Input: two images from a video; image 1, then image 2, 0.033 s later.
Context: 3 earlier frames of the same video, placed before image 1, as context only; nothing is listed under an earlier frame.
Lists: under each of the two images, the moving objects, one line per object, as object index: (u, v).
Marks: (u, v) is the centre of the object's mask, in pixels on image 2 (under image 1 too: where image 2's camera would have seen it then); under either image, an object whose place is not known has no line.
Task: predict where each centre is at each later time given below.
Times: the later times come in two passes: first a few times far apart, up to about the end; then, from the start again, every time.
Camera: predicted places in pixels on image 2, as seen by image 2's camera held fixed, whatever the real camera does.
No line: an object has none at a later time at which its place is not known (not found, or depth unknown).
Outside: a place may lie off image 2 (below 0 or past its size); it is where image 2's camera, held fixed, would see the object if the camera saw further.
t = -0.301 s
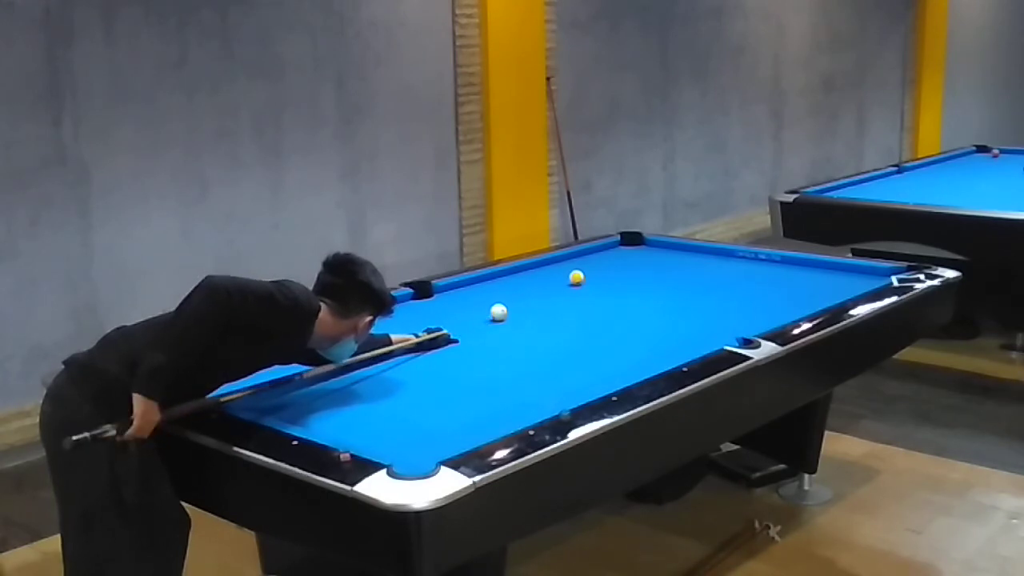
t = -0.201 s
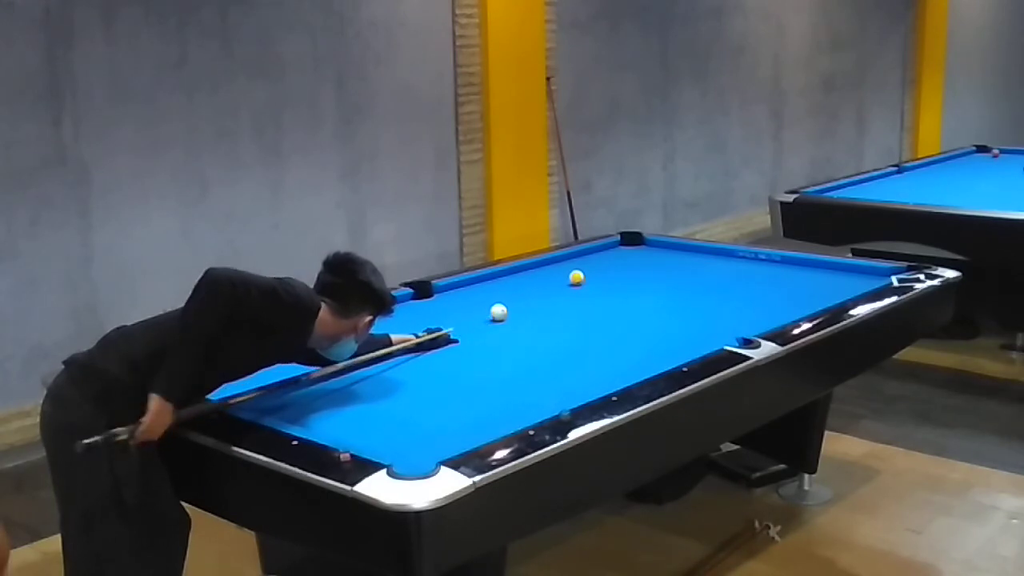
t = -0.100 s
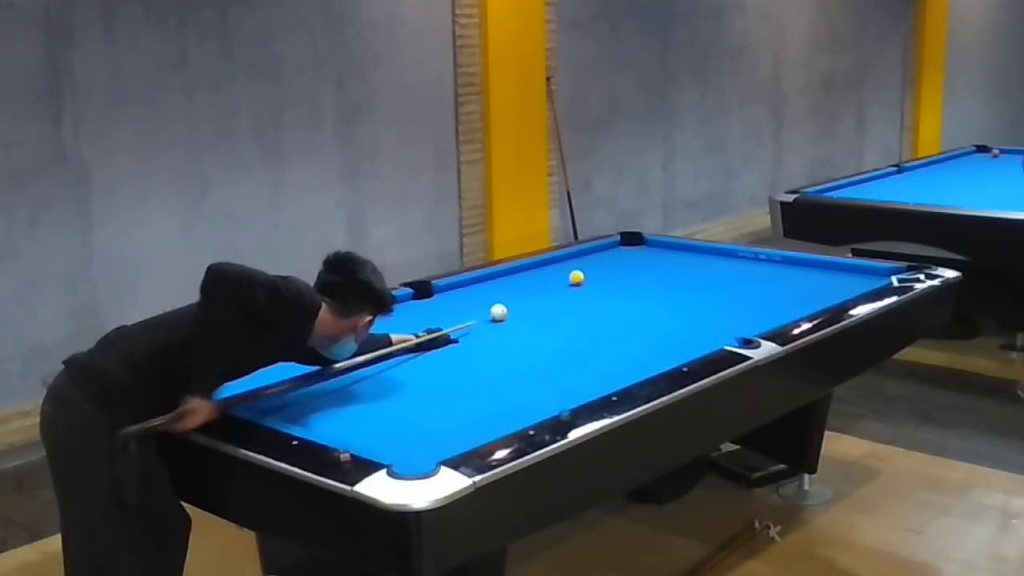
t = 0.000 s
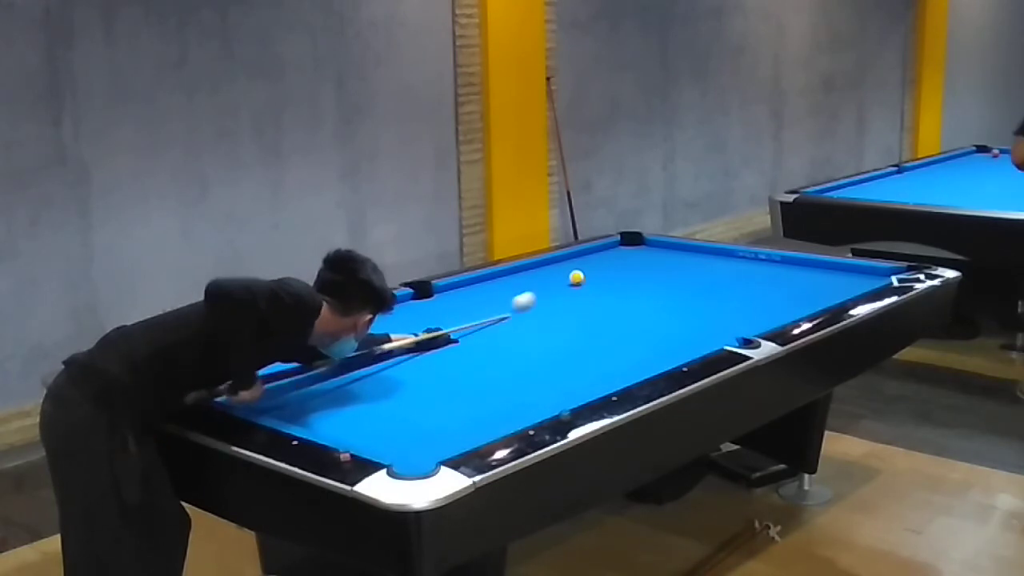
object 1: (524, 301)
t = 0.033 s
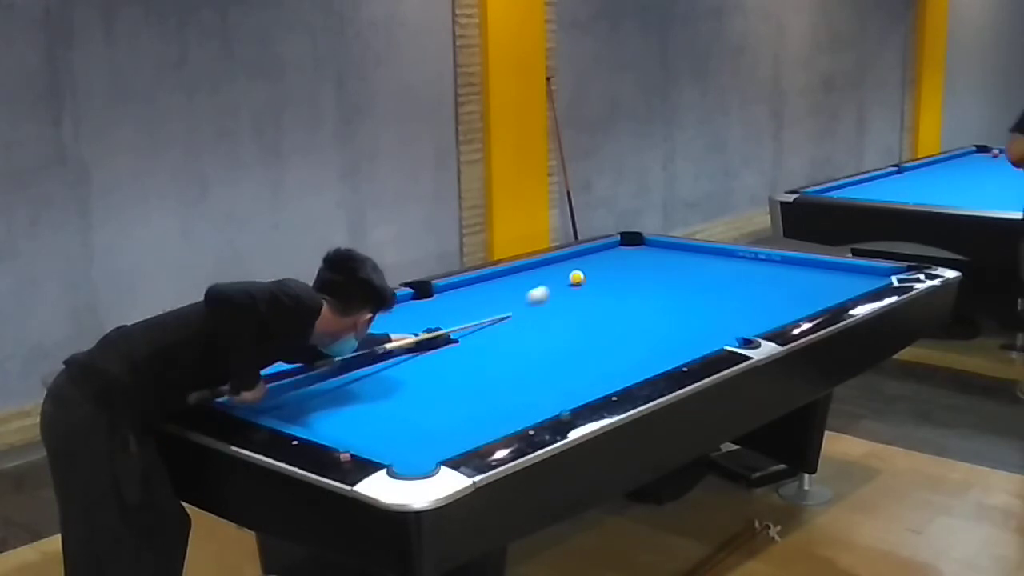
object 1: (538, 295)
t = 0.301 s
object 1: (583, 282)
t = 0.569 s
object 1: (598, 285)
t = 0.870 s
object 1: (613, 287)
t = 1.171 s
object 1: (628, 290)
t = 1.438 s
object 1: (640, 292)
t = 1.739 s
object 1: (651, 294)
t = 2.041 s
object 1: (662, 296)
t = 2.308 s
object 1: (671, 297)
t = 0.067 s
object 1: (552, 289)
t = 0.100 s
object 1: (563, 284)
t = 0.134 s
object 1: (573, 280)
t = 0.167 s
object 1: (575, 281)
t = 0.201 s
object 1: (578, 281)
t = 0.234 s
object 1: (580, 282)
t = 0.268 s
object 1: (581, 282)
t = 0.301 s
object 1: (583, 282)
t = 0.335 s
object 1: (585, 282)
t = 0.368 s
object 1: (587, 283)
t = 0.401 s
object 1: (589, 283)
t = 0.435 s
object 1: (591, 283)
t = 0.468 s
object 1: (593, 284)
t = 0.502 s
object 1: (594, 284)
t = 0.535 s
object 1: (596, 284)
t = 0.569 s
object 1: (598, 285)
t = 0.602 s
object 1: (600, 285)
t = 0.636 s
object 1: (601, 285)
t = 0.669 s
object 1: (603, 286)
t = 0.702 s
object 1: (605, 286)
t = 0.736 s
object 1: (607, 286)
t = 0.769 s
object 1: (608, 287)
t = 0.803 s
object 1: (610, 287)
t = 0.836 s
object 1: (612, 287)
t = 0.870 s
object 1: (613, 287)
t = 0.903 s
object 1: (615, 288)
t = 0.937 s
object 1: (617, 288)
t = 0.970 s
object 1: (618, 288)
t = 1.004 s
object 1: (620, 289)
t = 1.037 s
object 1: (621, 289)
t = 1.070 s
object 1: (623, 289)
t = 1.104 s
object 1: (625, 289)
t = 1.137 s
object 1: (626, 290)
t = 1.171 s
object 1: (628, 290)
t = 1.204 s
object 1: (629, 290)
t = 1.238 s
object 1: (631, 290)
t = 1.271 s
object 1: (632, 291)
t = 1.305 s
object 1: (634, 291)
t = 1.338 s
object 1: (635, 291)
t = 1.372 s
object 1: (636, 292)
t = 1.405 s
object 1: (638, 292)
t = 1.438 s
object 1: (640, 292)
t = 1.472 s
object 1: (641, 292)
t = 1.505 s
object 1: (642, 292)
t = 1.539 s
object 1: (644, 293)
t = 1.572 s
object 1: (645, 293)
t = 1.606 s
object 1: (646, 293)
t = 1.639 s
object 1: (648, 294)
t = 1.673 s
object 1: (649, 294)
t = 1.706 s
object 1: (650, 294)
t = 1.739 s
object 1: (651, 294)
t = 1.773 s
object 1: (653, 294)
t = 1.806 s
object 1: (654, 295)
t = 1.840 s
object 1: (655, 295)
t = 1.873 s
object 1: (657, 295)
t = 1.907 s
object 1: (658, 295)
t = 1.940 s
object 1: (659, 295)
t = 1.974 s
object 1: (660, 295)
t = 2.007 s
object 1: (661, 296)
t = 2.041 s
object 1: (662, 296)
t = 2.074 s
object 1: (664, 296)
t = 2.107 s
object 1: (665, 296)
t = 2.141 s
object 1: (666, 296)
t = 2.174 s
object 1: (667, 296)
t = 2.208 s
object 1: (668, 297)
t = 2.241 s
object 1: (669, 297)
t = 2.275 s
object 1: (670, 297)
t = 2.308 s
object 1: (671, 297)
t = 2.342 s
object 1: (672, 297)
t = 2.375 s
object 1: (674, 297)
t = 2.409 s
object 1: (674, 298)
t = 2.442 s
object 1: (675, 298)
